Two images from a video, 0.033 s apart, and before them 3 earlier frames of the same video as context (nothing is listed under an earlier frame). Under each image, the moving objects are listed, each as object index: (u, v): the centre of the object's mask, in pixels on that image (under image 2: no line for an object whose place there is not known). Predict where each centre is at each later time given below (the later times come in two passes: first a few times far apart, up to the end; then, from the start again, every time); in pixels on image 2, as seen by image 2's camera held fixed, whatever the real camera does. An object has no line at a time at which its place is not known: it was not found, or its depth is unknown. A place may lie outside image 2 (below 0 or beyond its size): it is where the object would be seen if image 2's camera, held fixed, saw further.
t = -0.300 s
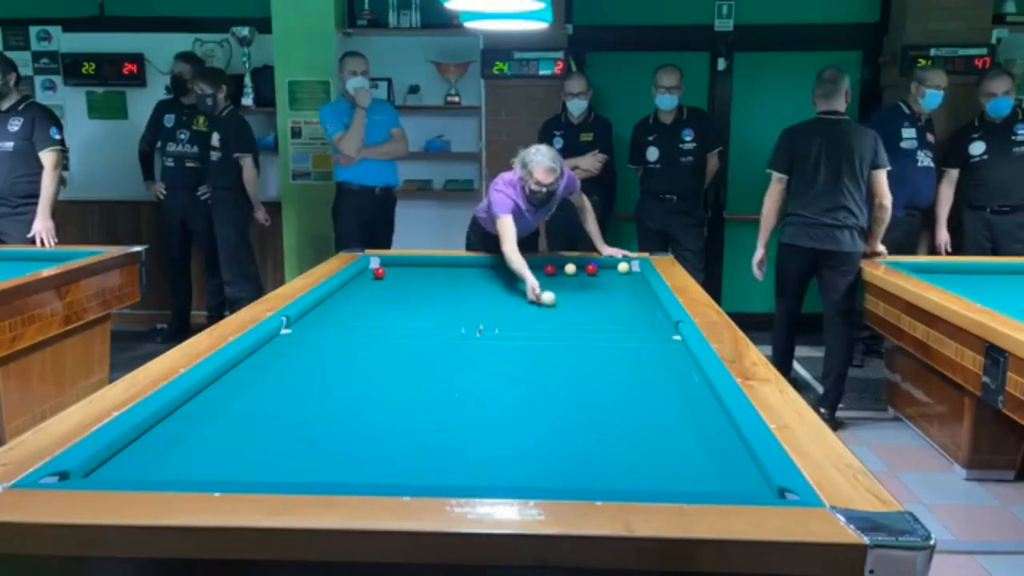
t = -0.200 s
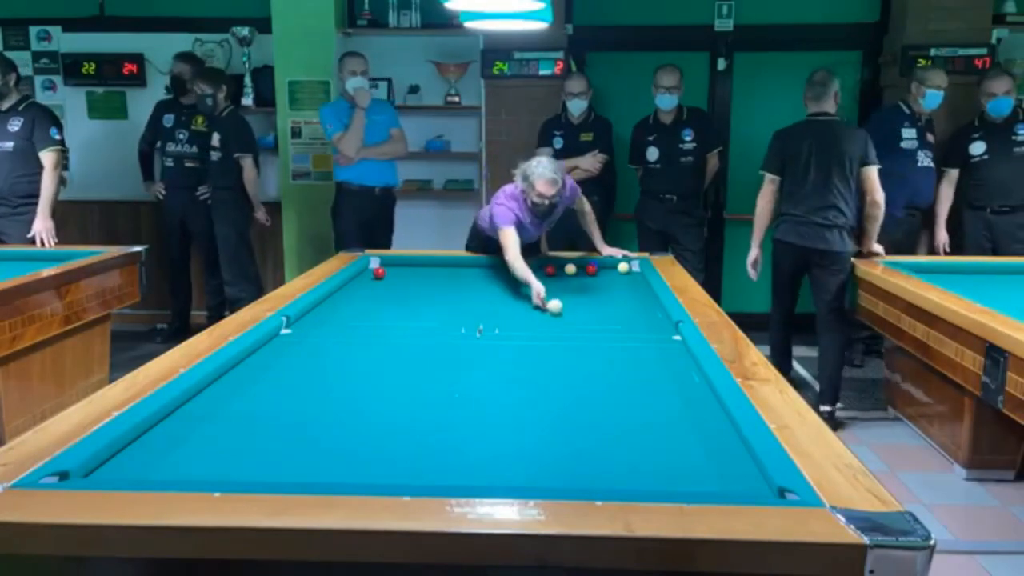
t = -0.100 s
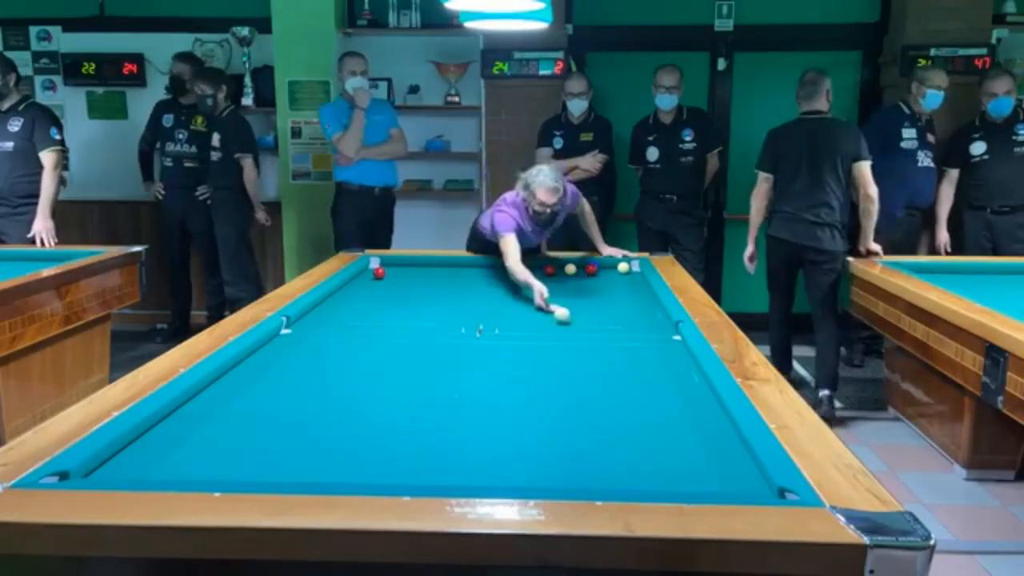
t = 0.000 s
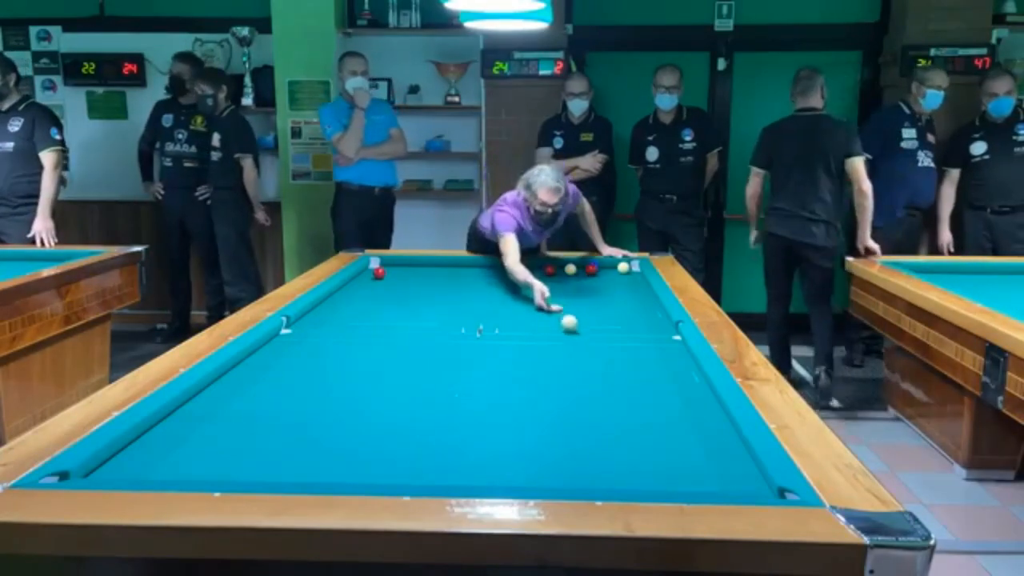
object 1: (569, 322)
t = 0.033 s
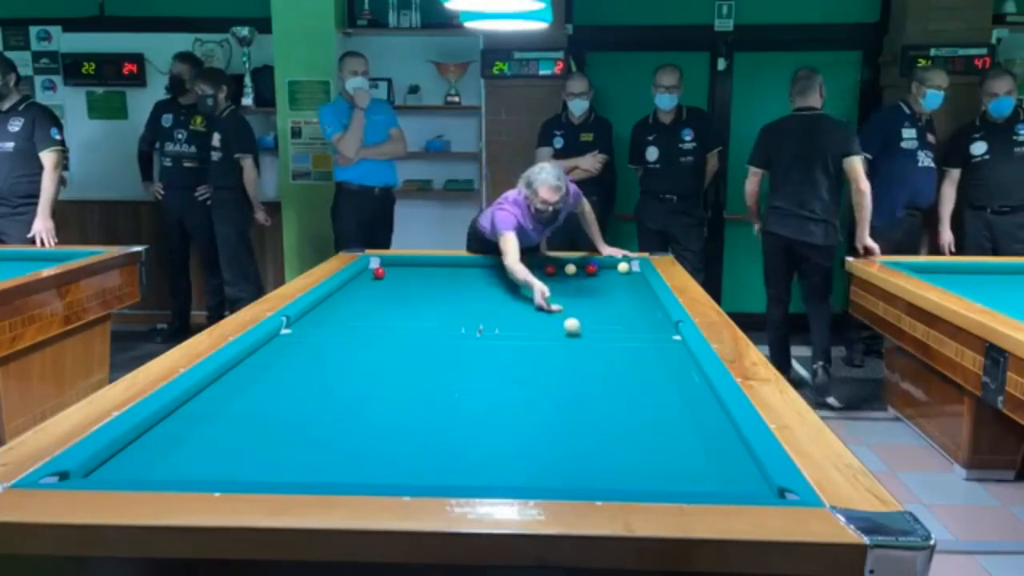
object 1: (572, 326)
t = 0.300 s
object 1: (593, 351)
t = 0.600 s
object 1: (626, 388)
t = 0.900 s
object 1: (671, 442)
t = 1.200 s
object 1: (717, 479)
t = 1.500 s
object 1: (716, 439)
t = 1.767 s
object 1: (712, 410)
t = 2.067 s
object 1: (691, 385)
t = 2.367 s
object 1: (673, 365)
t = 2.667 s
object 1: (658, 348)
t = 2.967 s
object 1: (646, 333)
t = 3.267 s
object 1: (635, 320)
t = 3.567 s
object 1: (626, 310)
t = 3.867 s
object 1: (618, 300)
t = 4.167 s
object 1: (610, 292)
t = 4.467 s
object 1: (604, 285)
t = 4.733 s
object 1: (599, 279)
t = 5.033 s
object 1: (593, 273)
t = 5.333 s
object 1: (590, 270)
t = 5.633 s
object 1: (587, 269)
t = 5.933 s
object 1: (585, 268)
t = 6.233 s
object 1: (583, 268)
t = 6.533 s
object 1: (581, 267)
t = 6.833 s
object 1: (580, 267)
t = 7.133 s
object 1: (579, 266)
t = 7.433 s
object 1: (578, 266)
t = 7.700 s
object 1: (578, 266)
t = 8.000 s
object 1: (578, 266)
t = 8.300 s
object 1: (578, 266)
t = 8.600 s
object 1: (578, 266)
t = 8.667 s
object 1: (578, 266)
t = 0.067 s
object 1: (574, 329)
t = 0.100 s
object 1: (577, 331)
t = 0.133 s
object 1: (579, 334)
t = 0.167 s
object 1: (582, 338)
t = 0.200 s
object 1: (585, 341)
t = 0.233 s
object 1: (587, 344)
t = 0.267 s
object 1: (590, 348)
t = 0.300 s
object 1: (593, 351)
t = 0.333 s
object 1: (597, 355)
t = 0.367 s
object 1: (600, 359)
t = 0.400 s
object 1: (603, 363)
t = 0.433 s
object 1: (607, 366)
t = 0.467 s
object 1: (610, 370)
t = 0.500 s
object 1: (614, 375)
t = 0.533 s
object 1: (618, 379)
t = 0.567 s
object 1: (622, 383)
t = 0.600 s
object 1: (626, 388)
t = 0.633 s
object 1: (630, 393)
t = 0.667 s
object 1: (635, 399)
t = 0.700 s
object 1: (639, 404)
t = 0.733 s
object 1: (644, 410)
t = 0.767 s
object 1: (649, 416)
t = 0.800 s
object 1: (654, 422)
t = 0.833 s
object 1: (659, 429)
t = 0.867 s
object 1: (665, 435)
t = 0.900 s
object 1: (671, 442)
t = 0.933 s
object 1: (677, 449)
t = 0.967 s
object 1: (683, 456)
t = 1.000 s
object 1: (690, 464)
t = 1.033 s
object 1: (697, 472)
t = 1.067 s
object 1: (703, 477)
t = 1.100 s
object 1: (710, 483)
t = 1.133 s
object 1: (718, 487)
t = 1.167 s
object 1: (718, 484)
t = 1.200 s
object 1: (717, 479)
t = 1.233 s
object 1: (717, 476)
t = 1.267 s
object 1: (717, 470)
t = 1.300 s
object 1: (717, 466)
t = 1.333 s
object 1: (716, 461)
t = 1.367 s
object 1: (716, 456)
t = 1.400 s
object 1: (716, 451)
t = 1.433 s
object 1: (716, 447)
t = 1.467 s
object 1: (716, 443)
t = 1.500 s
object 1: (716, 439)
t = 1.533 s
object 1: (716, 435)
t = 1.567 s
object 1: (716, 431)
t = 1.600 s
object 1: (716, 427)
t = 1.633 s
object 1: (716, 424)
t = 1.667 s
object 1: (716, 420)
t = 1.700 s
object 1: (716, 417)
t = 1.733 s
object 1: (715, 413)
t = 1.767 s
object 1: (712, 410)
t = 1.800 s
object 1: (710, 407)
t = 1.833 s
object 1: (707, 405)
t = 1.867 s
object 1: (704, 401)
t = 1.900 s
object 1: (702, 398)
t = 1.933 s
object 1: (700, 396)
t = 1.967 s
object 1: (698, 393)
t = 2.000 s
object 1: (695, 390)
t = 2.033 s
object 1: (693, 388)
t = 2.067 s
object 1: (691, 385)
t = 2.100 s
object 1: (689, 383)
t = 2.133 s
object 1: (687, 380)
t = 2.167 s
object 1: (684, 378)
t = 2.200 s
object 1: (683, 376)
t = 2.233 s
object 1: (681, 374)
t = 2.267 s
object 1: (679, 372)
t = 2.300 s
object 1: (677, 369)
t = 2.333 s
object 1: (675, 367)
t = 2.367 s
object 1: (673, 365)
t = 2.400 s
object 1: (672, 363)
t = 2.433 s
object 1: (670, 361)
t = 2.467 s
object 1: (668, 359)
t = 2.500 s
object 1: (666, 357)
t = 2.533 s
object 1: (665, 355)
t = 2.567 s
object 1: (663, 353)
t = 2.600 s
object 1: (661, 351)
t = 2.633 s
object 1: (660, 349)
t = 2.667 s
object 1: (658, 348)
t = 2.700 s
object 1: (657, 346)
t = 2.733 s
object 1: (655, 344)
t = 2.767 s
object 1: (654, 343)
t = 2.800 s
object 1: (653, 341)
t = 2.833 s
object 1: (651, 339)
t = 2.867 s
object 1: (650, 337)
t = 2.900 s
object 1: (649, 336)
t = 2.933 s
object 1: (647, 335)
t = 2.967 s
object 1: (646, 333)
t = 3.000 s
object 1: (645, 332)
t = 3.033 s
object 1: (643, 330)
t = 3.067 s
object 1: (642, 329)
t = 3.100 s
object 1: (641, 327)
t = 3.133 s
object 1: (639, 326)
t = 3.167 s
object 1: (639, 325)
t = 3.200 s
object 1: (638, 323)
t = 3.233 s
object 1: (636, 322)
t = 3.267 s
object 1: (635, 320)
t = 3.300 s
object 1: (634, 319)
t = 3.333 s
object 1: (633, 318)
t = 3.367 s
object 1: (632, 316)
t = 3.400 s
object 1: (631, 316)
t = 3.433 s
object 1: (630, 314)
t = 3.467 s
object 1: (629, 313)
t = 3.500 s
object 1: (628, 312)
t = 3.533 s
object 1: (627, 311)
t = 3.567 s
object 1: (626, 310)
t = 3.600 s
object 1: (625, 309)
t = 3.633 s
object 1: (624, 308)
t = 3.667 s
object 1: (623, 307)
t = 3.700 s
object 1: (622, 305)
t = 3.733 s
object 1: (621, 304)
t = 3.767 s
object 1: (620, 303)
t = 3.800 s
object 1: (619, 302)
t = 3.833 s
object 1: (619, 301)
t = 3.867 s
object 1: (618, 300)
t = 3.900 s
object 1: (617, 300)
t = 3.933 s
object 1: (616, 299)
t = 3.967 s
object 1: (615, 298)
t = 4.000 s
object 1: (614, 297)
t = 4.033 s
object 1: (613, 296)
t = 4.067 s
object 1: (613, 295)
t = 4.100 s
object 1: (612, 294)
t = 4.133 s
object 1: (611, 293)
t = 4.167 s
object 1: (610, 292)
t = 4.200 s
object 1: (610, 291)
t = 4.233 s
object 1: (609, 290)
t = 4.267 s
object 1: (608, 290)
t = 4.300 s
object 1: (607, 289)
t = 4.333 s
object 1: (607, 288)
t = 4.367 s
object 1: (606, 287)
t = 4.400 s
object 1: (605, 287)
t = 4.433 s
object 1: (605, 286)
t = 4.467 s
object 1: (604, 285)
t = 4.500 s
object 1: (603, 284)
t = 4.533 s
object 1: (602, 283)
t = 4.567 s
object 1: (602, 283)
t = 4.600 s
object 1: (601, 282)
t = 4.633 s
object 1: (600, 281)
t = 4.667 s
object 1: (600, 280)
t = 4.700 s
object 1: (599, 280)
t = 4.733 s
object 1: (599, 279)
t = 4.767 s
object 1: (598, 279)
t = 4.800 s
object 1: (598, 278)
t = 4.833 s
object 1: (597, 277)
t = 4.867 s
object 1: (596, 276)
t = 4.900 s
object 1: (596, 275)
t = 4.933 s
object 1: (595, 275)
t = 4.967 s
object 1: (595, 274)
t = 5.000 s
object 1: (594, 274)
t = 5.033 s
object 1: (593, 273)
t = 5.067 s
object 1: (593, 273)
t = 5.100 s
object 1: (592, 272)
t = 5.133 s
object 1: (592, 271)
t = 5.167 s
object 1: (591, 271)
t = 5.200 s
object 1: (591, 271)
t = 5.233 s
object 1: (591, 271)
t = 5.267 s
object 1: (591, 270)
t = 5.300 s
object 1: (590, 270)
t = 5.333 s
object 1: (590, 270)
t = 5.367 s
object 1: (590, 270)
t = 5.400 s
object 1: (589, 270)
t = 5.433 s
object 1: (589, 270)
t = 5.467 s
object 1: (589, 270)
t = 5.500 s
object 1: (588, 269)
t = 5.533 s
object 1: (588, 269)
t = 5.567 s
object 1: (588, 269)
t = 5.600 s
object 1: (587, 269)
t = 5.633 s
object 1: (587, 269)
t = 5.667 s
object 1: (587, 269)
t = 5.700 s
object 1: (586, 269)
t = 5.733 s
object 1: (586, 269)
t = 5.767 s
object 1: (586, 268)
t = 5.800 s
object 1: (586, 269)
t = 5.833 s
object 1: (586, 269)
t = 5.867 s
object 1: (585, 269)
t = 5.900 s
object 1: (585, 269)
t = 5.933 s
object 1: (585, 268)
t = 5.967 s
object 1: (584, 268)
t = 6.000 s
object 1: (584, 268)
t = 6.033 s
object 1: (584, 268)
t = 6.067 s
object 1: (584, 268)
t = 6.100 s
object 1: (584, 268)
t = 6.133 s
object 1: (583, 268)
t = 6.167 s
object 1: (583, 268)
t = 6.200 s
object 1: (583, 268)
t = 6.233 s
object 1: (583, 268)
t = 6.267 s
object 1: (582, 267)
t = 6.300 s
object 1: (582, 267)
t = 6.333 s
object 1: (582, 267)
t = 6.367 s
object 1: (582, 267)
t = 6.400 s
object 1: (582, 267)
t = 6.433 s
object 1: (581, 267)
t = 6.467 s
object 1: (581, 267)
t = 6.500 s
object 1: (581, 267)
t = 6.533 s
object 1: (581, 267)
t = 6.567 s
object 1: (581, 267)
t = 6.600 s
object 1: (581, 267)
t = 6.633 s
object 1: (580, 267)
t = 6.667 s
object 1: (580, 267)
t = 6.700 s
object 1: (580, 267)
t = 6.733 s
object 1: (580, 267)
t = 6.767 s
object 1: (580, 267)
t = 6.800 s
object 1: (580, 267)
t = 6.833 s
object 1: (580, 267)
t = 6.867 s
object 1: (579, 267)
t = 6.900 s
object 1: (579, 267)
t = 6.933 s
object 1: (579, 266)
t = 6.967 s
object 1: (579, 266)
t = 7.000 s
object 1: (579, 266)
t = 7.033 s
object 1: (579, 266)
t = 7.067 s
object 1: (579, 266)
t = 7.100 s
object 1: (579, 266)
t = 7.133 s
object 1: (579, 266)
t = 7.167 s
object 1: (579, 266)
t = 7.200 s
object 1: (579, 266)
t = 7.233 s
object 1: (579, 266)
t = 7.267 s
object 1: (579, 266)
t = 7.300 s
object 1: (579, 266)
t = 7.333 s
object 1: (579, 266)
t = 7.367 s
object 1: (578, 266)
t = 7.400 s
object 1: (578, 266)
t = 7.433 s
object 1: (578, 266)
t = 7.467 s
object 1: (578, 266)
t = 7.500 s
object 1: (578, 266)
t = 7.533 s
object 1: (578, 266)
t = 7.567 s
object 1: (578, 266)
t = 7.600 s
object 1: (578, 266)
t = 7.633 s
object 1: (578, 266)
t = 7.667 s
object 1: (578, 266)
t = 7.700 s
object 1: (578, 266)
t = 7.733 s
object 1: (578, 266)
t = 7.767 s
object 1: (578, 266)
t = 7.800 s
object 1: (578, 266)
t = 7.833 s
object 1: (578, 266)
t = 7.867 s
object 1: (578, 266)
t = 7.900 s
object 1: (578, 266)
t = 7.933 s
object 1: (578, 266)
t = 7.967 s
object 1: (578, 266)
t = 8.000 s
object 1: (578, 266)
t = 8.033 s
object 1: (578, 266)
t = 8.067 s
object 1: (578, 266)
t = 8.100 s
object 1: (578, 266)
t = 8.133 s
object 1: (578, 266)
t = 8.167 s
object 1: (578, 266)
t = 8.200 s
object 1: (578, 266)
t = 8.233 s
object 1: (578, 266)
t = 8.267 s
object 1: (578, 266)
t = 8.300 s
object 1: (578, 266)
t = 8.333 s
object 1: (578, 266)
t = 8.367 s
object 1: (578, 266)
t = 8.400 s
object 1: (578, 266)
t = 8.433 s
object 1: (578, 266)
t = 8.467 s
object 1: (578, 266)
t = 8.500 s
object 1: (578, 266)
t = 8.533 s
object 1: (578, 266)
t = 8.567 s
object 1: (578, 266)
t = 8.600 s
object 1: (578, 266)
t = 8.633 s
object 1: (578, 266)
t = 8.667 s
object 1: (578, 266)
